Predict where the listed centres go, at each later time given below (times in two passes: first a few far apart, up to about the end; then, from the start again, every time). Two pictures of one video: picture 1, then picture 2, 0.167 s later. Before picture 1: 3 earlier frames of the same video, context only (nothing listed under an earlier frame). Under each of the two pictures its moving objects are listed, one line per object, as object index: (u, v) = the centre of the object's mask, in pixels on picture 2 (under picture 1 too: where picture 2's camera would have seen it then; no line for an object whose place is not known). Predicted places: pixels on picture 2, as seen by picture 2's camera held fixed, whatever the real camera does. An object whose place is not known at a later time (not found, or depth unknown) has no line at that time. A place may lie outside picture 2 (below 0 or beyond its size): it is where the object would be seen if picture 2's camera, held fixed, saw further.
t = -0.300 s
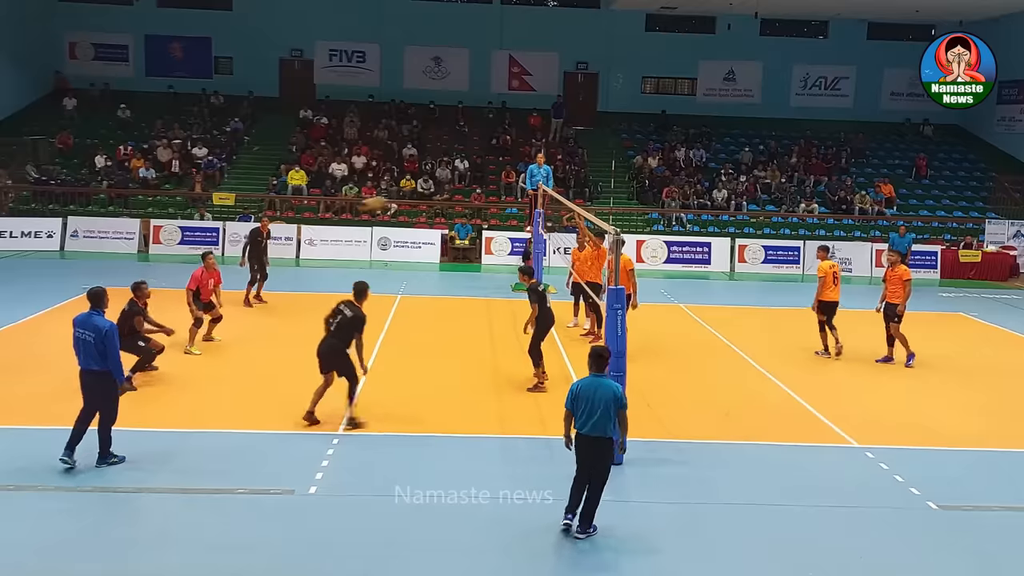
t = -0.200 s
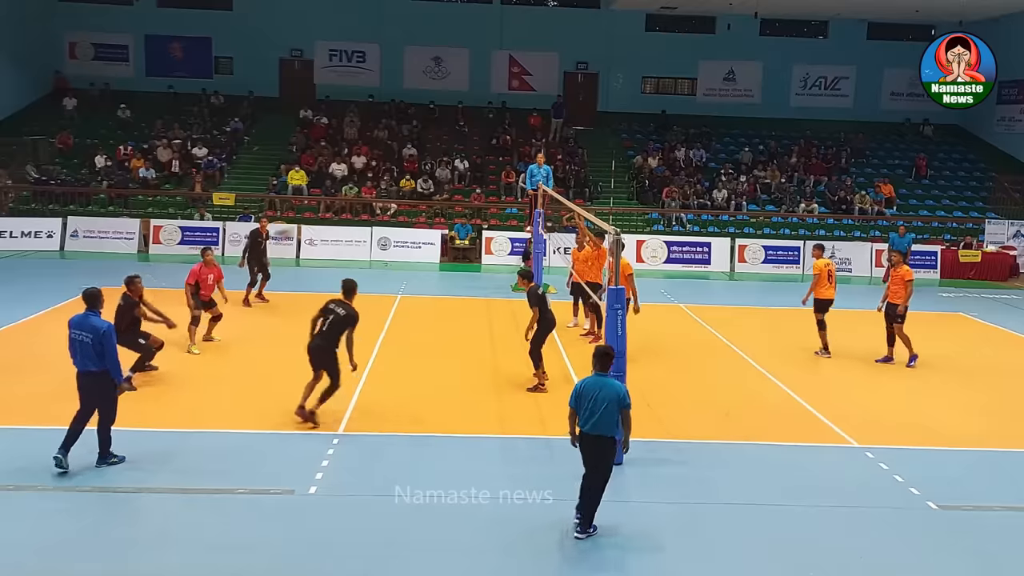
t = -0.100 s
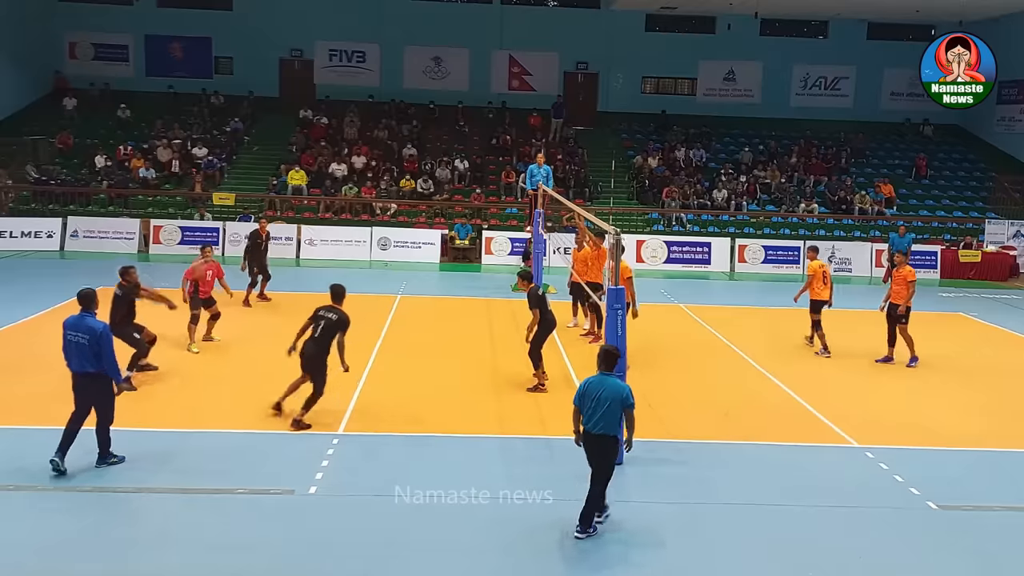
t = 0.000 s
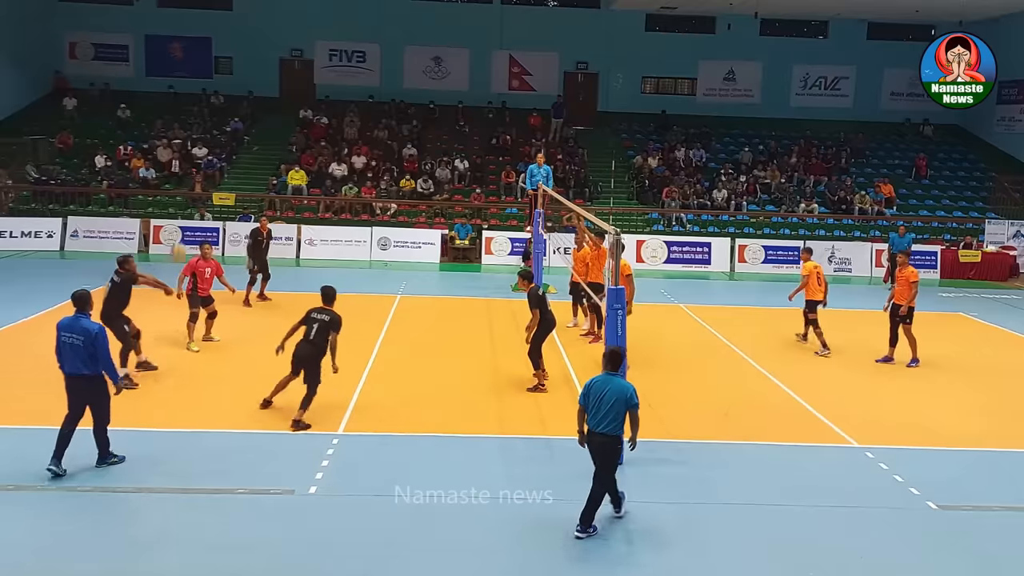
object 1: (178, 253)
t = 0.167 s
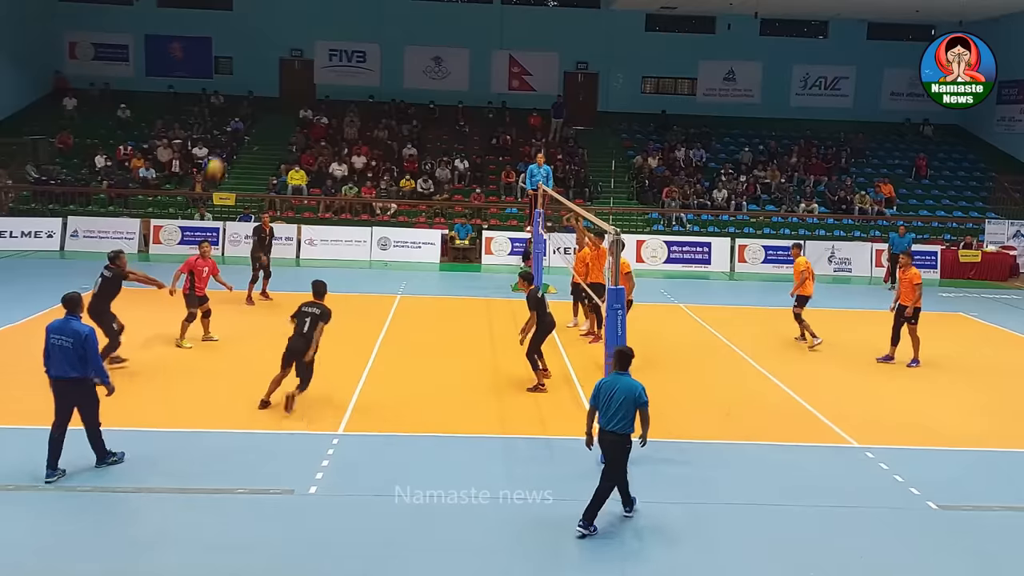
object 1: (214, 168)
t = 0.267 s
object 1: (235, 128)
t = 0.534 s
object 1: (288, 60)
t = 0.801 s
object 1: (337, 44)
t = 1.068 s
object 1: (383, 77)
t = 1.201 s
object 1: (403, 110)
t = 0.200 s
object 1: (221, 155)
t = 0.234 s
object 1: (228, 140)
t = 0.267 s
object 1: (235, 128)
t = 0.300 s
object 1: (242, 117)
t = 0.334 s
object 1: (249, 106)
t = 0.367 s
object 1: (256, 96)
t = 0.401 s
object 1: (262, 86)
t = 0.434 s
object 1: (269, 79)
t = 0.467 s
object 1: (276, 72)
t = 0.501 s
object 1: (282, 66)
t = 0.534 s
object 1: (288, 60)
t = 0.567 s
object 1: (293, 55)
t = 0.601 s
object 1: (300, 52)
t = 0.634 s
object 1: (307, 49)
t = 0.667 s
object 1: (313, 46)
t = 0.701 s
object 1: (319, 45)
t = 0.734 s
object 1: (326, 44)
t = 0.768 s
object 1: (332, 43)
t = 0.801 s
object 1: (337, 44)
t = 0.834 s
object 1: (343, 45)
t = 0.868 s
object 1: (348, 47)
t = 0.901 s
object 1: (353, 50)
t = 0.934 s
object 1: (361, 56)
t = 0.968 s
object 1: (366, 59)
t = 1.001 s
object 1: (372, 65)
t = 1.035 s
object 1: (377, 71)
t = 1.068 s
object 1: (383, 77)
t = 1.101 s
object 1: (387, 84)
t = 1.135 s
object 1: (393, 93)
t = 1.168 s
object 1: (398, 101)
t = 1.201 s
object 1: (403, 110)
